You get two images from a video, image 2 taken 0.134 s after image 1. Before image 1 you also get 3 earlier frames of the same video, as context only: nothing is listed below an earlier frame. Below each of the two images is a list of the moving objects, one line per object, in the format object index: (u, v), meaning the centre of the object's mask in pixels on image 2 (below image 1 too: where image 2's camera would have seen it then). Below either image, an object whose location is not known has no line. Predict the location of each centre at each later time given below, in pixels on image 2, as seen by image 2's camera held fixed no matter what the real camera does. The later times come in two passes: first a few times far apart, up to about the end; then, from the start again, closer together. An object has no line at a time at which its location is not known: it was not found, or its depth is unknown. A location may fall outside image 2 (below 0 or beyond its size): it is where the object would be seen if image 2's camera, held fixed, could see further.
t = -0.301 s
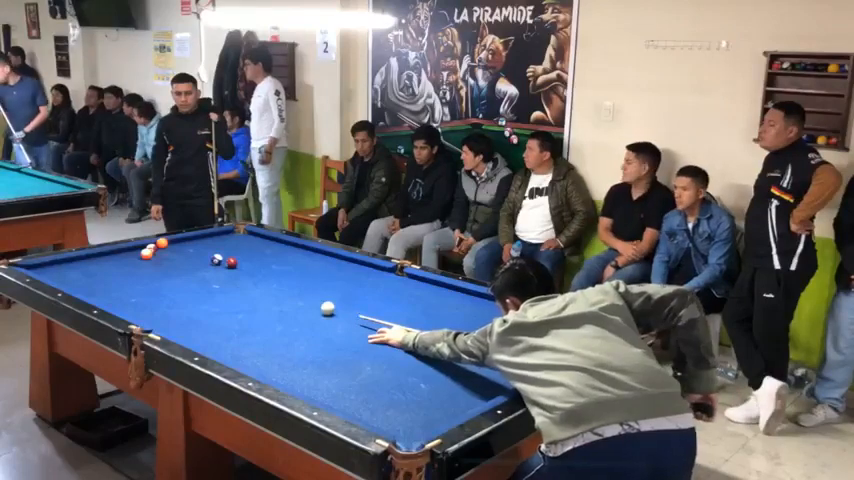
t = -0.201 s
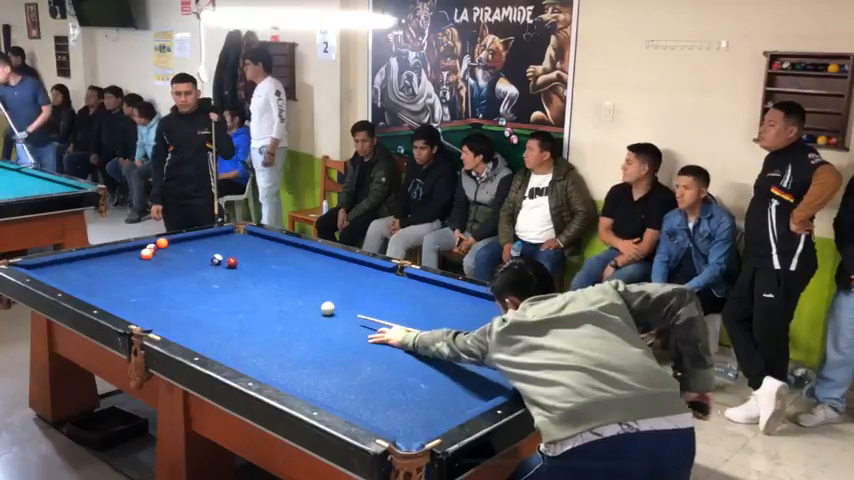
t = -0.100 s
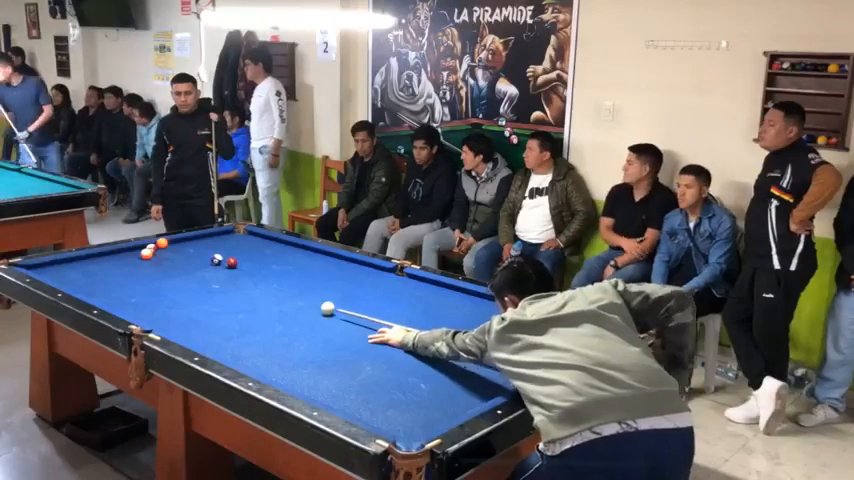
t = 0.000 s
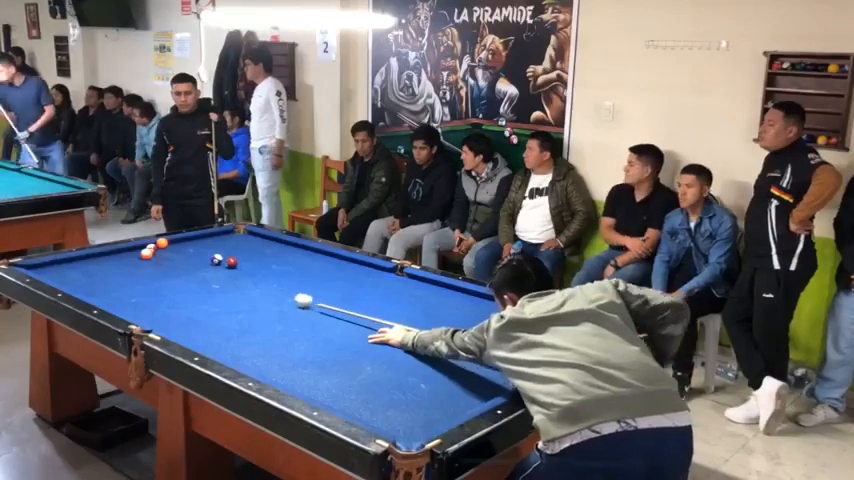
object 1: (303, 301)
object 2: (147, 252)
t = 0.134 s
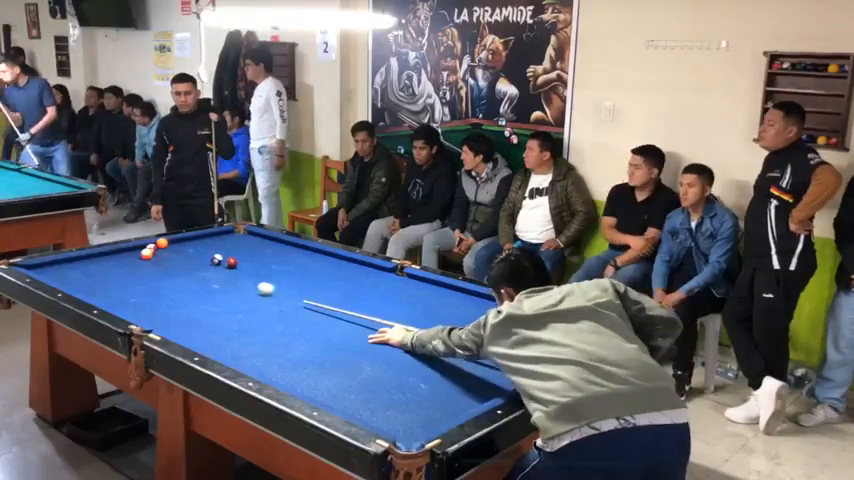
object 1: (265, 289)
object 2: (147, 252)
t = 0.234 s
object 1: (241, 281)
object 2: (147, 252)
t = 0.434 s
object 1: (195, 267)
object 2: (147, 251)
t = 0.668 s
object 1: (158, 254)
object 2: (141, 251)
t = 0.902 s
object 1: (164, 247)
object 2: (124, 254)
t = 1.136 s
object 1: (174, 245)
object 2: (131, 261)
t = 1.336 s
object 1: (184, 245)
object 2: (137, 266)
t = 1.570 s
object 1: (195, 245)
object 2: (144, 273)
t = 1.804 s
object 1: (205, 245)
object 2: (151, 280)
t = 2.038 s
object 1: (215, 245)
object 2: (158, 288)
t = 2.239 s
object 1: (222, 245)
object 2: (164, 294)
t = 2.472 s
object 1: (231, 245)
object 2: (172, 302)
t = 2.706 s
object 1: (238, 245)
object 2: (179, 309)
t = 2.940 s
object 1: (245, 245)
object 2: (186, 317)
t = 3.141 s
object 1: (250, 245)
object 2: (192, 324)
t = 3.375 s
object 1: (255, 245)
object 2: (199, 332)
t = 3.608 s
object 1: (259, 245)
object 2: (207, 339)
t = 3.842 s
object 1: (263, 245)
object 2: (214, 346)
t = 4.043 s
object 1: (265, 245)
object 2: (221, 351)
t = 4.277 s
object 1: (267, 245)
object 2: (235, 356)
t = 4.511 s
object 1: (268, 245)
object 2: (248, 360)
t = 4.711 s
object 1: (268, 245)
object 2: (259, 364)
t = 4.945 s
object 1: (268, 245)
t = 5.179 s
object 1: (268, 245)
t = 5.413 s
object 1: (268, 245)
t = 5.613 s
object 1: (268, 245)
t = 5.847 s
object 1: (268, 245)
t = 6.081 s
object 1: (268, 245)
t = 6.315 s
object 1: (268, 245)
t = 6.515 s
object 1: (268, 245)
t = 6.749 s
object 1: (268, 245)
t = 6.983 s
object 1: (268, 245)
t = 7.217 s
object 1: (268, 245)
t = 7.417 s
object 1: (268, 245)
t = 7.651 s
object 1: (268, 245)
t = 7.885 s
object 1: (268, 245)
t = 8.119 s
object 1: (268, 245)
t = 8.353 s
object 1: (268, 245)
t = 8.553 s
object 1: (268, 245)
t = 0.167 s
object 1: (257, 286)
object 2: (147, 252)
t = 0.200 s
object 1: (248, 284)
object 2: (147, 252)
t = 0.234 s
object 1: (241, 281)
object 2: (147, 252)
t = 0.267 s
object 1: (232, 279)
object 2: (147, 252)
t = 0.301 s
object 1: (225, 276)
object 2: (147, 252)
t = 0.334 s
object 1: (217, 274)
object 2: (147, 252)
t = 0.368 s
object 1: (209, 272)
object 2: (147, 252)
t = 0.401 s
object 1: (202, 269)
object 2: (147, 252)
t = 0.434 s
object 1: (195, 267)
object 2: (147, 251)
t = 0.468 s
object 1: (188, 265)
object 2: (147, 251)
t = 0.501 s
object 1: (181, 263)
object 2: (147, 251)
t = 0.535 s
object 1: (174, 260)
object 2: (147, 251)
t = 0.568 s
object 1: (168, 258)
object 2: (147, 251)
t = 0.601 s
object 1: (161, 256)
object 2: (147, 251)
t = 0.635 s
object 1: (157, 254)
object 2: (145, 251)
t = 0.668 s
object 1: (158, 254)
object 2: (141, 251)
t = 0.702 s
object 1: (160, 253)
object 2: (130, 251)
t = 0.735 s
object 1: (162, 253)
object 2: (124, 250)
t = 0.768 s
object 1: (163, 252)
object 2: (120, 250)
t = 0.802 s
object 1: (164, 250)
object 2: (121, 251)
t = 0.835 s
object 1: (164, 249)
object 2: (122, 252)
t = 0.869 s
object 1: (164, 248)
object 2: (123, 253)
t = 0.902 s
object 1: (164, 247)
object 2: (124, 254)
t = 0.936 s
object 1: (165, 246)
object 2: (125, 255)
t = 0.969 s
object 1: (166, 246)
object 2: (126, 256)
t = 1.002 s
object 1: (167, 245)
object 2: (127, 257)
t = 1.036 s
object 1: (169, 245)
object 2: (128, 257)
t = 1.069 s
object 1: (171, 245)
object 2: (129, 258)
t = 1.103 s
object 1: (172, 245)
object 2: (130, 259)
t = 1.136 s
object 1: (174, 245)
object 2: (131, 261)
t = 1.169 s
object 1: (176, 245)
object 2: (132, 261)
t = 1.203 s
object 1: (177, 245)
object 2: (133, 262)
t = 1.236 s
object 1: (179, 245)
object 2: (134, 263)
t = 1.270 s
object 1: (181, 245)
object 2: (135, 264)
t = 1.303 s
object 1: (182, 245)
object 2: (136, 265)
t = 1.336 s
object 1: (184, 245)
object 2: (137, 266)
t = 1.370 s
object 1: (185, 245)
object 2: (138, 267)
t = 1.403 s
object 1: (187, 245)
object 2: (139, 268)
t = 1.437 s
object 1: (189, 245)
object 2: (140, 269)
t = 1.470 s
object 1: (190, 245)
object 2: (141, 270)
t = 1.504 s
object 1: (192, 245)
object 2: (142, 271)
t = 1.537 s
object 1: (193, 245)
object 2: (143, 272)
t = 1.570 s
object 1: (195, 245)
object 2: (144, 273)
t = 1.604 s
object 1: (197, 245)
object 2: (145, 274)
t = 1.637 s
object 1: (198, 245)
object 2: (146, 275)
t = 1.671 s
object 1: (200, 245)
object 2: (147, 276)
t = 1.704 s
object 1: (201, 245)
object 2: (148, 277)
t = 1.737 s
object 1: (202, 245)
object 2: (149, 279)
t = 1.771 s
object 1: (204, 245)
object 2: (150, 279)
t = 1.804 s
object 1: (205, 245)
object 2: (151, 280)
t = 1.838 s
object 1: (207, 245)
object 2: (152, 282)
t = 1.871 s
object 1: (208, 245)
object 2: (152, 283)
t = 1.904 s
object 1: (209, 245)
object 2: (154, 283)
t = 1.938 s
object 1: (211, 245)
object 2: (155, 285)
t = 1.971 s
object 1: (212, 245)
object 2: (156, 285)
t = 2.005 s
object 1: (214, 245)
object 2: (157, 287)
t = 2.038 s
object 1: (215, 245)
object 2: (158, 288)
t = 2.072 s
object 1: (216, 245)
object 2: (159, 289)
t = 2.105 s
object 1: (217, 245)
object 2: (160, 290)
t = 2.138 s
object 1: (219, 245)
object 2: (161, 291)
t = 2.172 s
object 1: (220, 245)
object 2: (162, 292)
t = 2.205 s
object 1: (221, 245)
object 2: (163, 293)
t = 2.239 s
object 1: (222, 245)
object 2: (164, 294)
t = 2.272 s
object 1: (224, 245)
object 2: (165, 295)
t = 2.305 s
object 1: (225, 245)
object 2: (166, 296)
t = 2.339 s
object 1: (226, 245)
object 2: (167, 297)
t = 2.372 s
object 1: (227, 245)
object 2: (168, 298)
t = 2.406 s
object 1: (228, 245)
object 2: (169, 299)
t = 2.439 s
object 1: (230, 245)
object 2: (170, 300)
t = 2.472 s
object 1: (231, 245)
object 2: (172, 302)
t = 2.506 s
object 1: (232, 245)
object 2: (172, 303)
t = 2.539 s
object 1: (233, 245)
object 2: (173, 304)
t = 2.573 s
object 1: (234, 245)
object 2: (174, 305)
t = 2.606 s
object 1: (235, 245)
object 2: (175, 306)
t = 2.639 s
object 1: (236, 245)
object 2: (176, 307)
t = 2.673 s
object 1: (237, 245)
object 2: (177, 308)
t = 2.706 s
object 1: (238, 245)
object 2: (179, 309)
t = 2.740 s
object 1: (239, 245)
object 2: (180, 310)
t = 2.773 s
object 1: (240, 245)
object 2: (181, 312)
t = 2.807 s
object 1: (241, 245)
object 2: (182, 312)
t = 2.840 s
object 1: (242, 245)
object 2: (183, 313)
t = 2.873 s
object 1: (243, 245)
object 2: (184, 315)
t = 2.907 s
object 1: (244, 245)
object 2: (185, 316)
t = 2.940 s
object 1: (245, 245)
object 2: (186, 317)
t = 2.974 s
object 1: (245, 245)
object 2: (187, 318)
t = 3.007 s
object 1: (246, 245)
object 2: (188, 319)
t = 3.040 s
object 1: (247, 245)
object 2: (189, 320)
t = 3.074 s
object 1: (248, 245)
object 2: (190, 321)
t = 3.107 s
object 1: (249, 245)
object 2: (191, 323)
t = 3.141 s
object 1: (250, 245)
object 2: (192, 324)
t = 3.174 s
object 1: (250, 245)
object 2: (193, 325)
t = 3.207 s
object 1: (251, 245)
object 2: (194, 326)
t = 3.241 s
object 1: (252, 245)
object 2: (195, 327)
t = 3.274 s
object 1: (253, 245)
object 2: (196, 329)
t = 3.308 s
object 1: (253, 245)
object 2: (197, 330)
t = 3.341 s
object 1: (254, 245)
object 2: (199, 331)
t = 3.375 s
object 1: (255, 245)
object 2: (199, 332)
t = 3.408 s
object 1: (255, 245)
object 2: (200, 333)
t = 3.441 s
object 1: (256, 245)
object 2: (202, 334)
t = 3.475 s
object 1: (257, 245)
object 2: (203, 335)
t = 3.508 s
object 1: (257, 245)
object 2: (204, 336)
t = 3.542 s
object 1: (258, 245)
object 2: (205, 337)
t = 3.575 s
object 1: (258, 245)
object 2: (206, 338)
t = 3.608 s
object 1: (259, 245)
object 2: (207, 339)
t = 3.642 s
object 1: (260, 245)
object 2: (208, 340)
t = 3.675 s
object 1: (260, 245)
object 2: (209, 342)
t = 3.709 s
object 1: (261, 245)
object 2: (210, 343)
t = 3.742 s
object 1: (261, 245)
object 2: (211, 344)
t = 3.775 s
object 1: (262, 245)
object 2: (212, 344)
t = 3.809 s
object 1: (262, 245)
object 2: (213, 345)
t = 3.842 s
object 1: (263, 245)
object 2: (214, 346)
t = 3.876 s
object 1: (263, 245)
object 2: (215, 347)
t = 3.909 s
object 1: (264, 245)
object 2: (217, 348)
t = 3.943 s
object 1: (264, 245)
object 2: (218, 349)
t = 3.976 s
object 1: (264, 245)
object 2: (219, 350)
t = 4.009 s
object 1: (265, 245)
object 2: (220, 350)
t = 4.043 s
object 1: (265, 245)
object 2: (221, 351)
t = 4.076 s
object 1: (265, 245)
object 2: (223, 352)
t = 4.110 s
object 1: (266, 245)
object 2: (225, 353)
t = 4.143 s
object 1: (266, 245)
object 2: (227, 353)
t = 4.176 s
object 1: (266, 245)
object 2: (229, 354)
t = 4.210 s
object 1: (267, 245)
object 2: (231, 355)
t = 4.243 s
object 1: (267, 245)
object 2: (233, 355)
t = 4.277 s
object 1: (267, 245)
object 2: (235, 356)
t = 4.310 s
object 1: (267, 245)
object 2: (236, 357)
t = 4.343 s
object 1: (268, 245)
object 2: (238, 357)
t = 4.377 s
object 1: (268, 245)
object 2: (240, 358)
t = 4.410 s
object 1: (268, 245)
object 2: (242, 359)
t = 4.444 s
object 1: (268, 245)
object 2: (244, 359)
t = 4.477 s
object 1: (268, 245)
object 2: (246, 360)
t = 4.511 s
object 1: (268, 245)
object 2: (248, 360)
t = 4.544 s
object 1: (268, 245)
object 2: (250, 361)
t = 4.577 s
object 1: (268, 245)
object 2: (252, 362)
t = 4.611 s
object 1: (268, 245)
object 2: (254, 362)
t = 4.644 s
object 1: (268, 245)
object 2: (256, 363)
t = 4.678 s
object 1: (268, 245)
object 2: (257, 364)
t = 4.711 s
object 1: (268, 245)
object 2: (259, 364)
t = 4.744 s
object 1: (268, 245)
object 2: (261, 365)
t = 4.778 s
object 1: (269, 245)
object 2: (263, 366)
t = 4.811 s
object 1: (268, 245)
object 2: (264, 366)
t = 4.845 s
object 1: (268, 245)
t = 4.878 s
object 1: (268, 245)
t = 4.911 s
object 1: (268, 245)
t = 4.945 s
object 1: (268, 245)
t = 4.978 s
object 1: (268, 245)
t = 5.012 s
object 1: (268, 245)
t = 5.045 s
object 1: (268, 245)
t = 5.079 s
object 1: (268, 245)
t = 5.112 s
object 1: (268, 245)
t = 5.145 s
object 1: (268, 245)
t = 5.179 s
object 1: (268, 245)
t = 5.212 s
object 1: (268, 245)
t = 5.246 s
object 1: (268, 245)
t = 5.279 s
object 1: (268, 245)
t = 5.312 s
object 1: (268, 245)
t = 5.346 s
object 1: (268, 245)
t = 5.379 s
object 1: (268, 245)
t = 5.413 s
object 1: (268, 245)
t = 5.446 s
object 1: (268, 245)
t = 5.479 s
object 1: (268, 245)
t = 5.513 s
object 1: (268, 245)
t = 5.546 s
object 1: (268, 245)
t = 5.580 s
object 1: (268, 245)
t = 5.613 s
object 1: (268, 245)
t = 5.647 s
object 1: (268, 245)
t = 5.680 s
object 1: (268, 245)
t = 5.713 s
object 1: (268, 245)
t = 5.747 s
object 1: (268, 245)
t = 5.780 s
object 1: (268, 245)
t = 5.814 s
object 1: (268, 245)
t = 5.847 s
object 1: (268, 245)
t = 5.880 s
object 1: (268, 245)
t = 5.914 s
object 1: (268, 245)
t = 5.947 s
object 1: (268, 245)
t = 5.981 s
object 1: (268, 245)
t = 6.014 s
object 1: (268, 245)
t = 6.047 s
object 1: (268, 245)
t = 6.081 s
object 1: (268, 245)
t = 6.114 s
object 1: (268, 245)
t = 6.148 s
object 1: (268, 245)
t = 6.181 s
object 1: (268, 245)
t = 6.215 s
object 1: (268, 245)
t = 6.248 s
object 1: (268, 245)
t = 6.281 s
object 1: (268, 245)
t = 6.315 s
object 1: (268, 245)
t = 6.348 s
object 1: (268, 245)
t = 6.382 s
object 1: (268, 245)
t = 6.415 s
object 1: (268, 245)
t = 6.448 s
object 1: (268, 245)
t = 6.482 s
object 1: (268, 245)
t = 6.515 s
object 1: (268, 245)
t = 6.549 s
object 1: (268, 245)
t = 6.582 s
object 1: (268, 245)
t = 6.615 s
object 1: (268, 245)
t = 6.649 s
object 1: (268, 245)
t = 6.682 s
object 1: (268, 245)
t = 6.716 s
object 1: (268, 245)
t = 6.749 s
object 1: (268, 245)
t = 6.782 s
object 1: (268, 245)
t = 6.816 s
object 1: (268, 245)
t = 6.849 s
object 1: (268, 245)
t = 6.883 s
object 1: (268, 245)
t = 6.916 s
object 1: (268, 245)
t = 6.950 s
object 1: (268, 245)
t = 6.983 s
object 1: (268, 245)
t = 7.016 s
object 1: (268, 245)
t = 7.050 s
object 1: (268, 245)
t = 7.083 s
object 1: (268, 245)
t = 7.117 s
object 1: (268, 245)
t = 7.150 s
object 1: (268, 245)
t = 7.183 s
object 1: (268, 245)
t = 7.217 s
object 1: (268, 245)
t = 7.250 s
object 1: (268, 245)
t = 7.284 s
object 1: (268, 245)
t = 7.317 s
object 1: (268, 245)
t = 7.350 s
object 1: (268, 245)
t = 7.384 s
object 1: (268, 245)
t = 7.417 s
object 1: (268, 245)
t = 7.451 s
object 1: (268, 245)
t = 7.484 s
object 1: (268, 245)
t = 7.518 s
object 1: (268, 245)
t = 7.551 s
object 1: (268, 245)
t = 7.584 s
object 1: (268, 245)
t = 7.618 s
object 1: (268, 245)
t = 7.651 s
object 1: (268, 245)
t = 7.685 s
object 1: (268, 245)
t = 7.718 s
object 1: (268, 245)
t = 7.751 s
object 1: (268, 245)
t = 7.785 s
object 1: (268, 245)
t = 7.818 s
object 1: (268, 245)
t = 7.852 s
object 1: (268, 245)
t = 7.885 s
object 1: (268, 245)
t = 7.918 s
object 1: (268, 245)
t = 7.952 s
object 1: (268, 245)
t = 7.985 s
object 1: (268, 245)
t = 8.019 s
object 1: (268, 245)
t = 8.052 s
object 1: (268, 245)
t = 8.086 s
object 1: (268, 245)
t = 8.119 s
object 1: (268, 245)
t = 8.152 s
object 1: (268, 245)
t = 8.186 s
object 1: (268, 245)
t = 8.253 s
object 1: (268, 245)
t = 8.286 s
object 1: (268, 245)
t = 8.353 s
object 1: (268, 245)
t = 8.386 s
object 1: (268, 245)
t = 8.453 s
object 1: (268, 245)
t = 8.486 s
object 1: (268, 245)
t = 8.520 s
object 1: (268, 245)
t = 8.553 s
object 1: (268, 245)
